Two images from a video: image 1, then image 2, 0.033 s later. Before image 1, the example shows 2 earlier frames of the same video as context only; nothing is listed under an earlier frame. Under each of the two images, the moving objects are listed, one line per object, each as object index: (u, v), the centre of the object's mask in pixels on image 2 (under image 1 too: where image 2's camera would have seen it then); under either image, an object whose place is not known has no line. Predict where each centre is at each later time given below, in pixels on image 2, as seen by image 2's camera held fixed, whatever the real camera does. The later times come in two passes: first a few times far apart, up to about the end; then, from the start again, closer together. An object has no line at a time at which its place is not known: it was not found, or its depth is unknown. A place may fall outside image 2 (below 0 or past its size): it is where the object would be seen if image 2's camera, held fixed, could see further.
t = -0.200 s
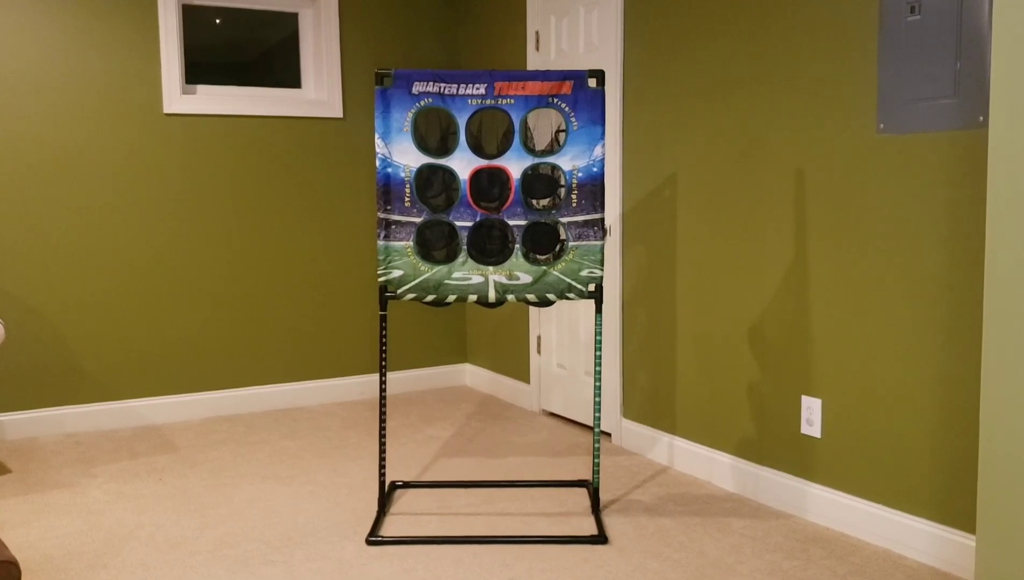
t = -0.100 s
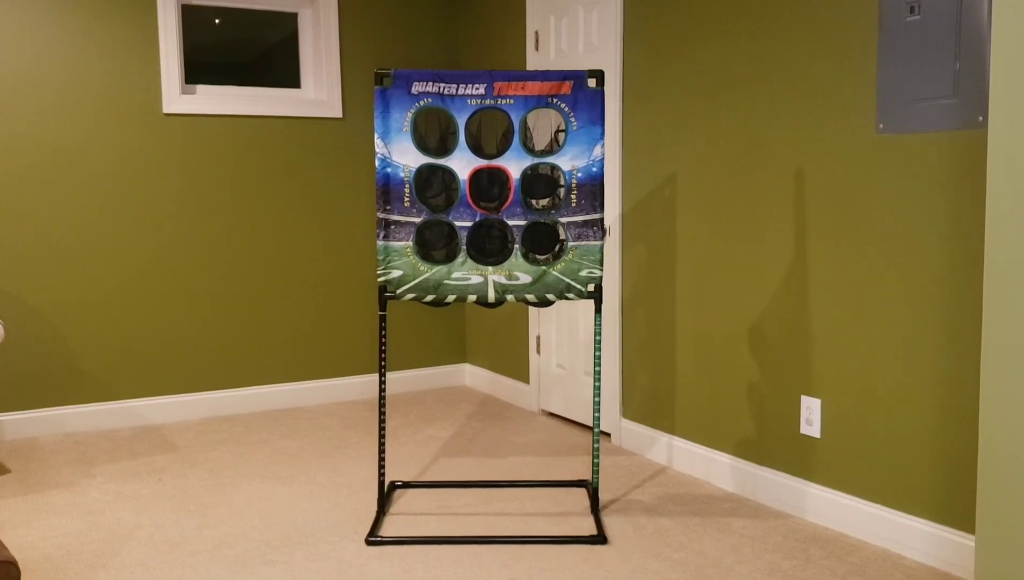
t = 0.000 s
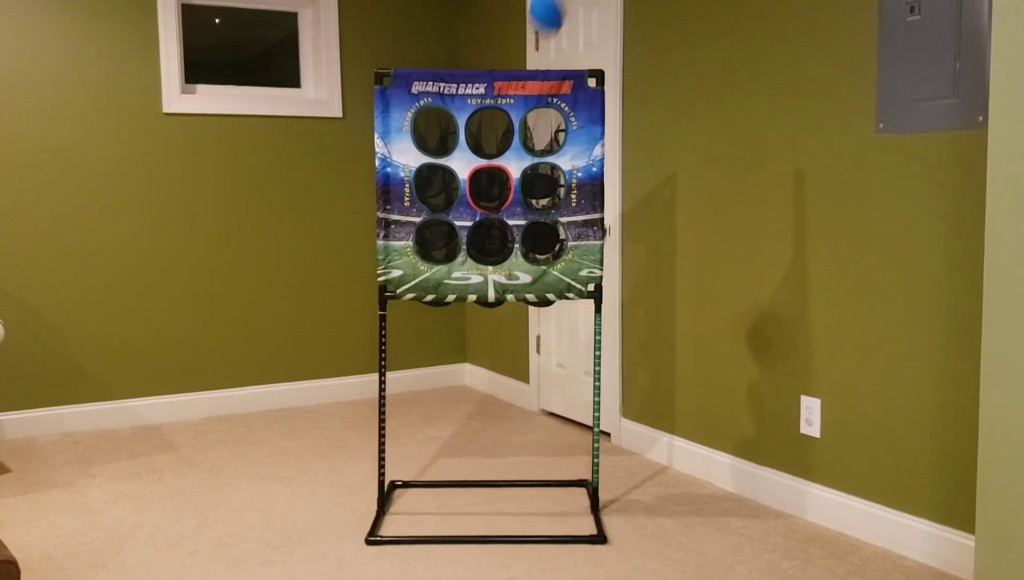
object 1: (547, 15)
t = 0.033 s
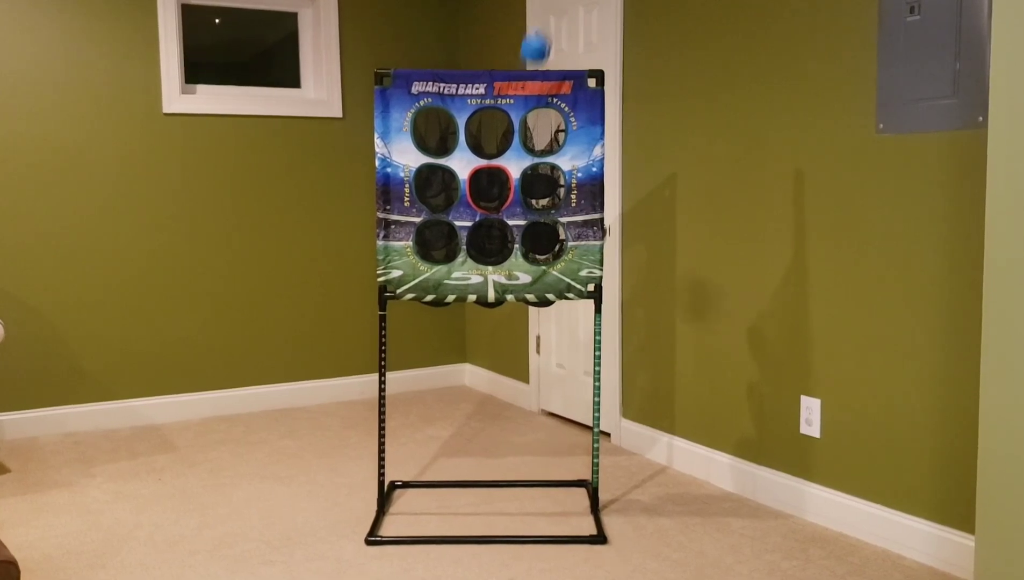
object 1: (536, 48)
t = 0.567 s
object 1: (599, 474)
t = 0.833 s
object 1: (691, 422)
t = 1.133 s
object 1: (760, 473)
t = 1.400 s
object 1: (657, 495)
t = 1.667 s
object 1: (617, 493)
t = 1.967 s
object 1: (629, 504)
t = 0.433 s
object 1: (552, 531)
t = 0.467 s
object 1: (561, 560)
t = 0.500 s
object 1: (574, 528)
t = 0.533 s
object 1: (586, 498)
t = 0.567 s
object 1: (599, 474)
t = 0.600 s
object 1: (612, 456)
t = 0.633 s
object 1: (624, 442)
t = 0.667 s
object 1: (636, 430)
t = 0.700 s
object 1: (648, 421)
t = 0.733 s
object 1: (659, 417)
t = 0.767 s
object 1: (670, 416)
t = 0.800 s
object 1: (681, 418)
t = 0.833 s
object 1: (691, 422)
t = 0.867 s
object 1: (703, 430)
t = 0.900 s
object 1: (714, 442)
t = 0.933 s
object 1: (723, 457)
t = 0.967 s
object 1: (733, 475)
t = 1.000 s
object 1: (744, 497)
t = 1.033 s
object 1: (751, 506)
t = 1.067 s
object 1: (756, 498)
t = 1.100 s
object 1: (761, 484)
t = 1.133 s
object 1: (760, 473)
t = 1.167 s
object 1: (746, 465)
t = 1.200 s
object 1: (733, 460)
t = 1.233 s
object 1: (721, 459)
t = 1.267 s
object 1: (708, 460)
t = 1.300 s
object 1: (695, 464)
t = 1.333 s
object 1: (682, 471)
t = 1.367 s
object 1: (669, 481)
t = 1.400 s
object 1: (657, 495)
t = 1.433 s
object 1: (650, 493)
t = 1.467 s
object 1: (643, 486)
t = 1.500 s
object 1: (636, 483)
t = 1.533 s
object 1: (630, 484)
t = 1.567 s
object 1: (624, 487)
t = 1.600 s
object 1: (619, 494)
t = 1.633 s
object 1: (616, 497)
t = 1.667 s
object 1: (617, 493)
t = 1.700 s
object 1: (619, 492)
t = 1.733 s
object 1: (622, 494)
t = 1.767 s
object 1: (625, 499)
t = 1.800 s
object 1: (627, 503)
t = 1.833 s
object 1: (627, 504)
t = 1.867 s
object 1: (627, 504)
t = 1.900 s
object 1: (628, 505)
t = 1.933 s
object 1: (629, 504)
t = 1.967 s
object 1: (629, 504)
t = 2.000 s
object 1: (629, 504)
